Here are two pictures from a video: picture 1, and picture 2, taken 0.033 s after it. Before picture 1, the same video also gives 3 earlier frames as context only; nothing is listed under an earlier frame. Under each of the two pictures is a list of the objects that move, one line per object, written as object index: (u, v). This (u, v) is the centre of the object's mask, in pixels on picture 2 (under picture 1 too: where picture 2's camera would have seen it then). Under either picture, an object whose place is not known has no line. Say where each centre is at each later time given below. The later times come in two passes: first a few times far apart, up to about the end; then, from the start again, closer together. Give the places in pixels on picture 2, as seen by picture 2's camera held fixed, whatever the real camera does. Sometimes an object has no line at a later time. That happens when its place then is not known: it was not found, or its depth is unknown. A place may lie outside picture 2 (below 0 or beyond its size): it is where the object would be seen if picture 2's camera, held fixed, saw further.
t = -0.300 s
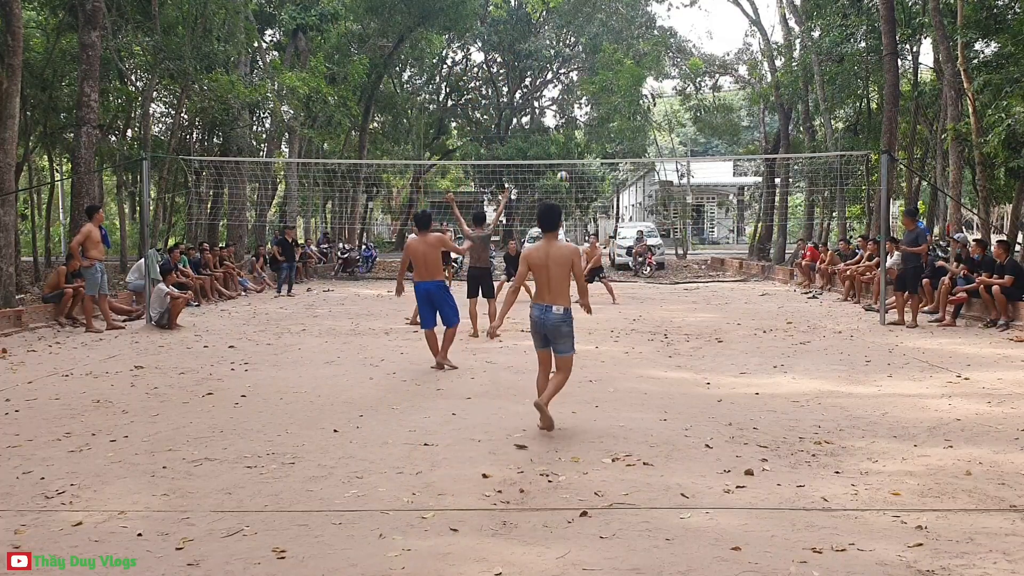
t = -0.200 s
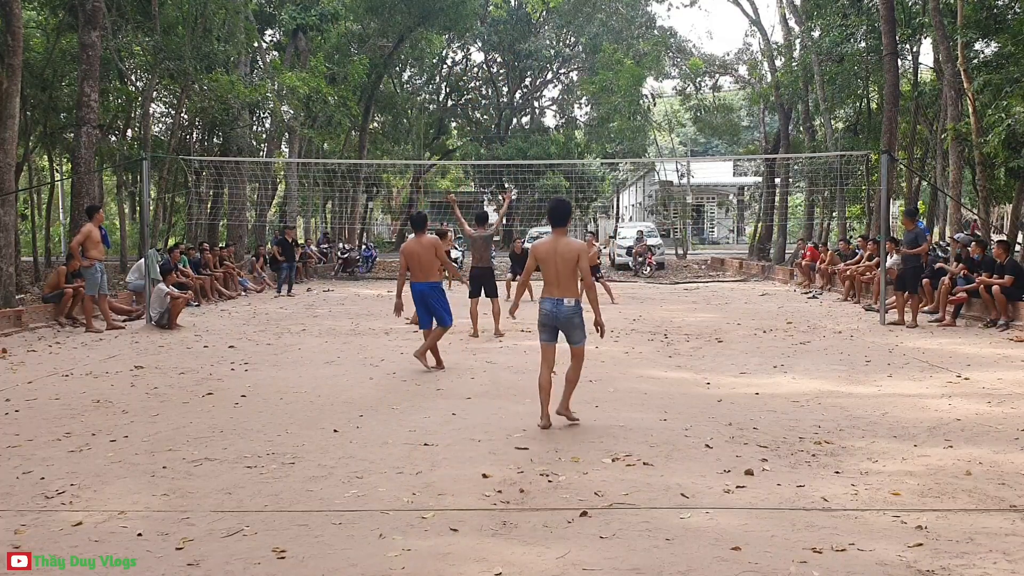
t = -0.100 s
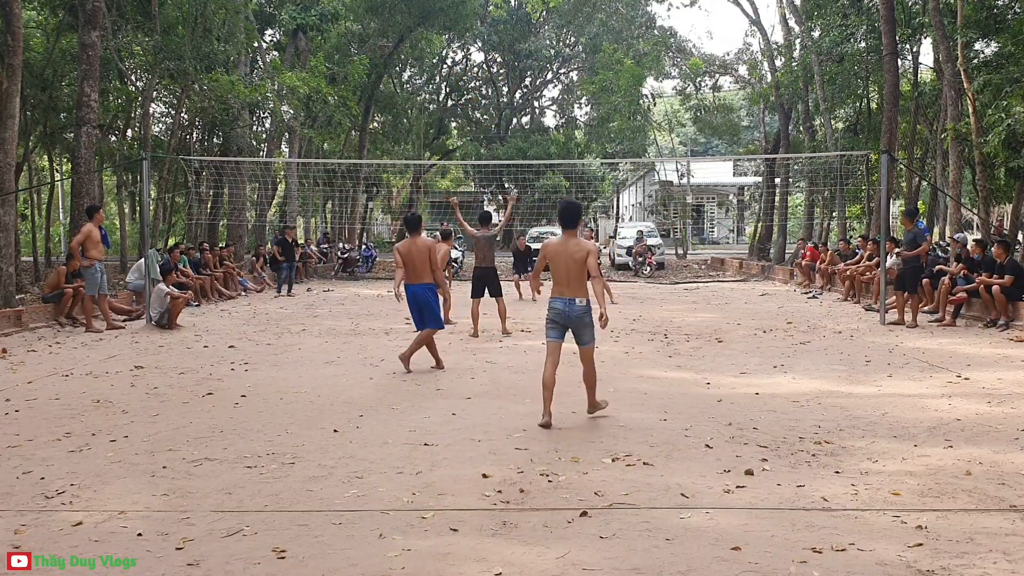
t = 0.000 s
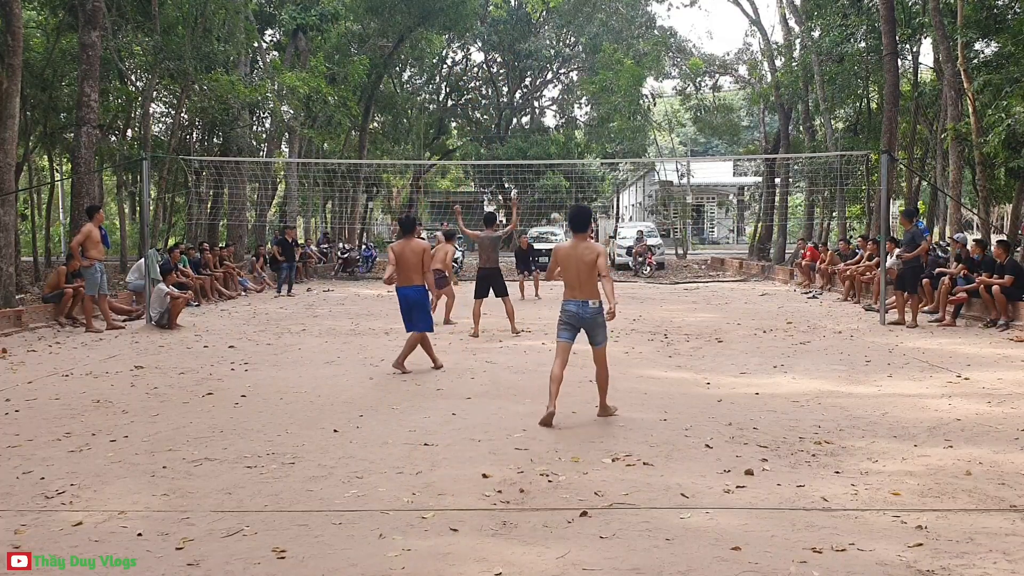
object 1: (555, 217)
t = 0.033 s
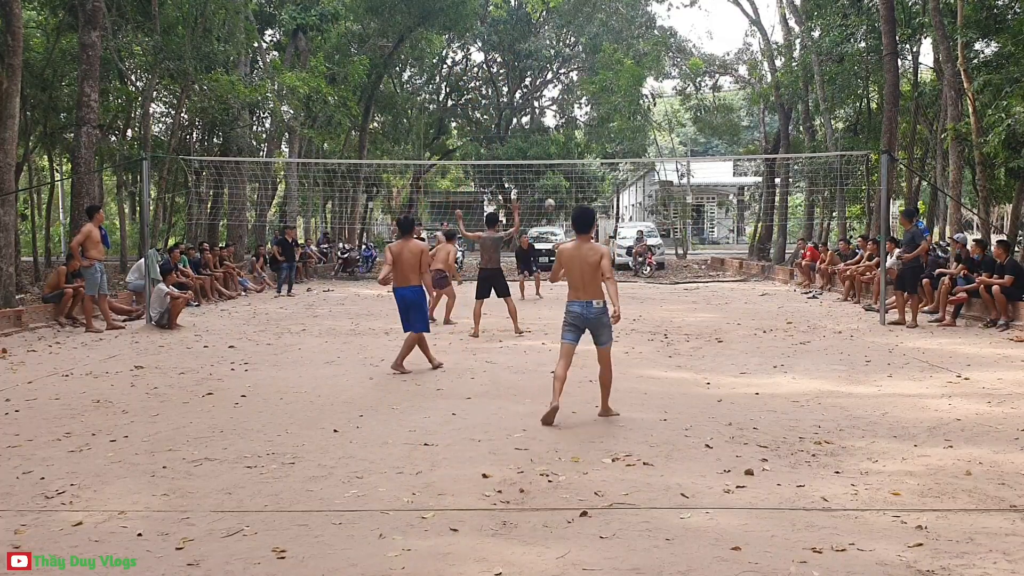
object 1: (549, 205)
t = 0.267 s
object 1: (509, 121)
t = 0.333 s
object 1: (499, 100)
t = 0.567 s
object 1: (461, 46)
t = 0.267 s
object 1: (509, 121)
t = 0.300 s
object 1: (505, 109)
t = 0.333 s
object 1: (499, 100)
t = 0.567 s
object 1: (461, 46)
